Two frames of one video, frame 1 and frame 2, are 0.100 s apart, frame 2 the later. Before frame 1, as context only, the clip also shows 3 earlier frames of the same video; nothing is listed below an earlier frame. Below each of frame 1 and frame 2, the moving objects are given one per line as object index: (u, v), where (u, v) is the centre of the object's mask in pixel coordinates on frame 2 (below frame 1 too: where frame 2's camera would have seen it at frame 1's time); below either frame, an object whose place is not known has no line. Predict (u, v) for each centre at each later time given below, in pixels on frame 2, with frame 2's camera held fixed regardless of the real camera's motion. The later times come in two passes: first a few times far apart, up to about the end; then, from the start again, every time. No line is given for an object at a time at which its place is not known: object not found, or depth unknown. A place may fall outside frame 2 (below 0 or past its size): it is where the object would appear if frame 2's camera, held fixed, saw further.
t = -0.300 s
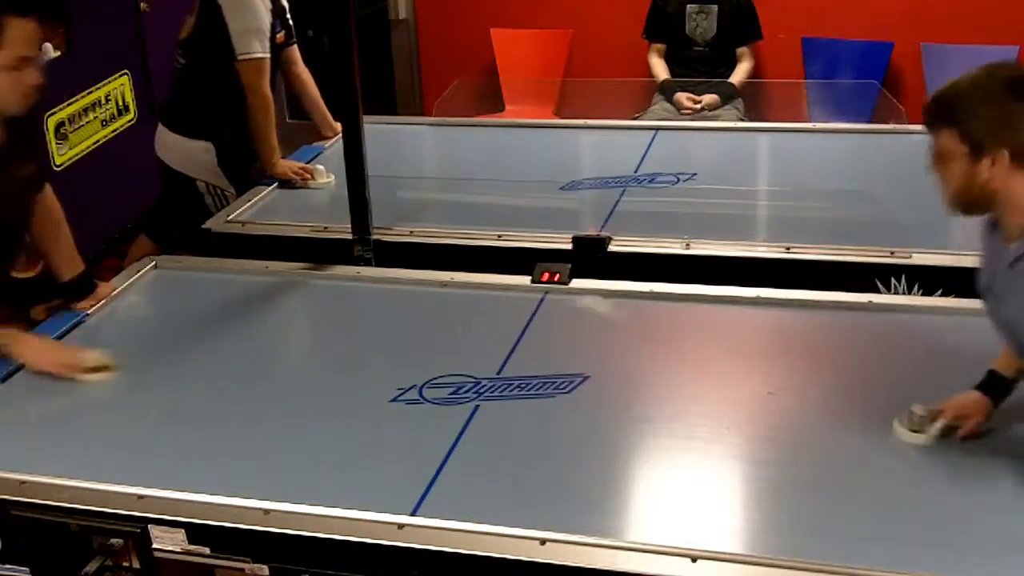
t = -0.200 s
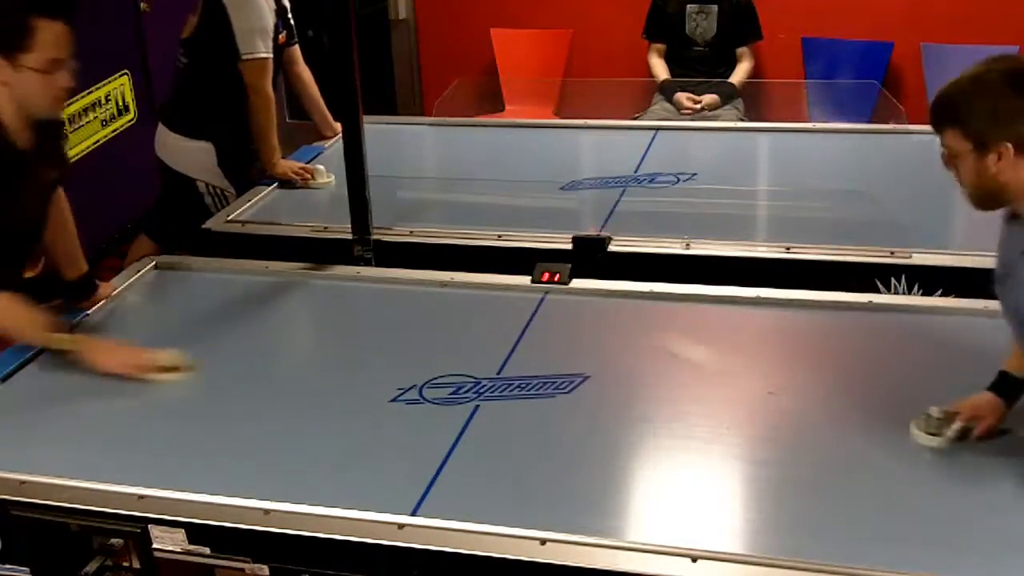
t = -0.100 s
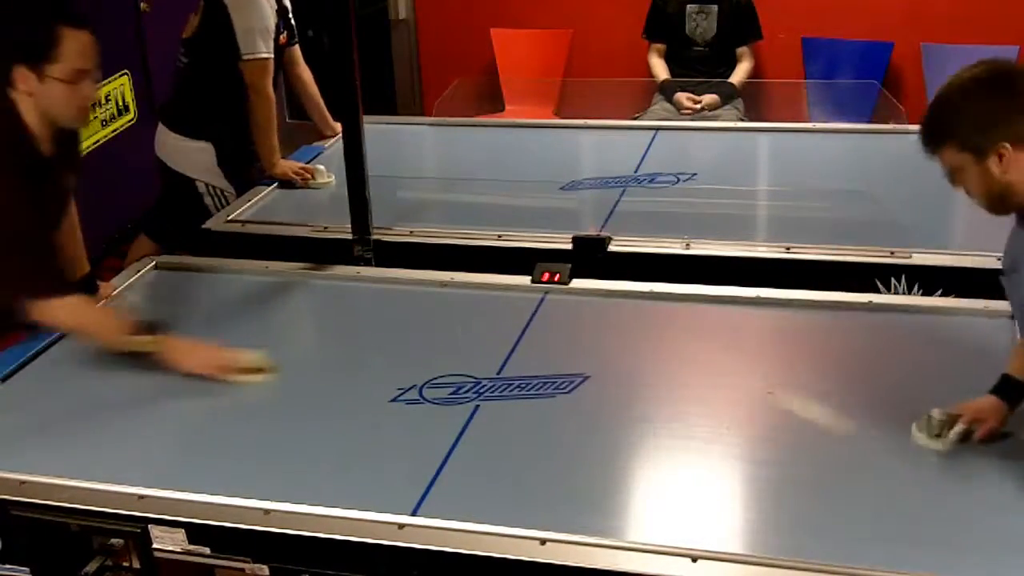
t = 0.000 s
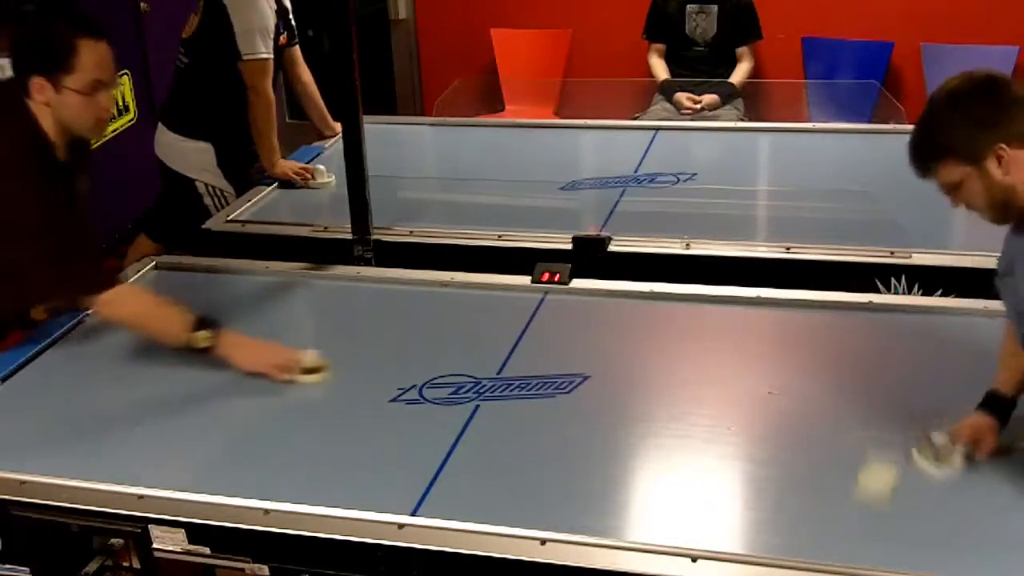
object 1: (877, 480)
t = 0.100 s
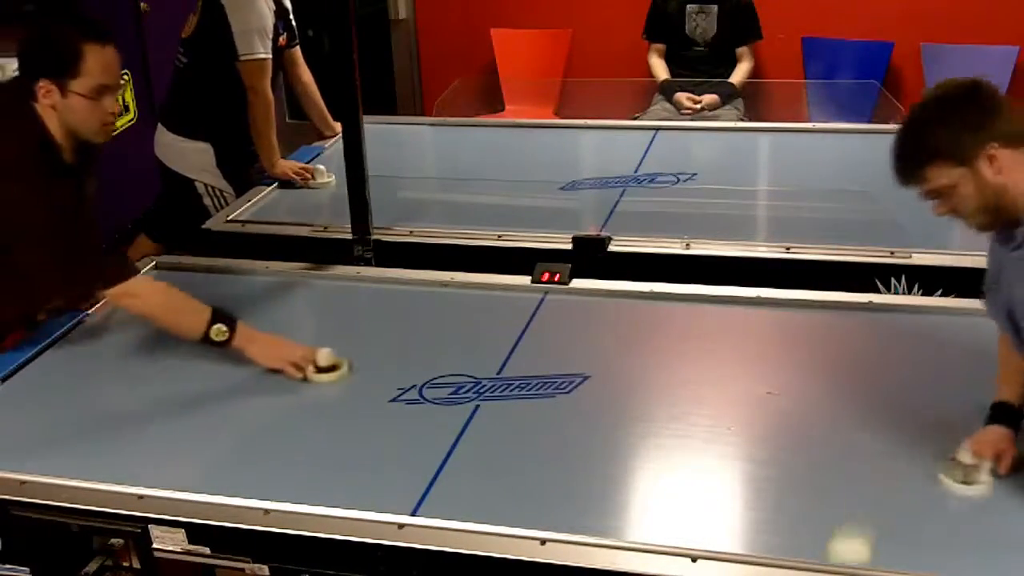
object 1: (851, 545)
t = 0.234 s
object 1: (845, 475)
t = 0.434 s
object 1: (838, 374)
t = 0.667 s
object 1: (833, 334)
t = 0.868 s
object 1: (830, 402)
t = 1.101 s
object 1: (823, 497)
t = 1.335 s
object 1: (825, 511)
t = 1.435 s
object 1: (830, 475)
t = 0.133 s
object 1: (848, 536)
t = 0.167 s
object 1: (846, 515)
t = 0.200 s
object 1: (846, 495)
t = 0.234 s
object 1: (845, 475)
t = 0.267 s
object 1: (844, 456)
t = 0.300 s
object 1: (842, 440)
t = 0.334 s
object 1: (841, 420)
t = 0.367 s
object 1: (840, 406)
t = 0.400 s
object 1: (840, 388)
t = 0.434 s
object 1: (838, 374)
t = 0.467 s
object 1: (838, 358)
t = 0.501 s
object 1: (836, 345)
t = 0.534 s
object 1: (836, 333)
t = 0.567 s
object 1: (835, 320)
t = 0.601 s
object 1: (834, 317)
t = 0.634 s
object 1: (834, 324)
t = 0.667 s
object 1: (833, 334)
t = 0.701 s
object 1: (833, 344)
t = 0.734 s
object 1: (833, 355)
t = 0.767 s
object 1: (832, 366)
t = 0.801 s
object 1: (831, 379)
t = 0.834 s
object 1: (831, 389)
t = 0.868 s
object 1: (830, 402)
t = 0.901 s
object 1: (830, 414)
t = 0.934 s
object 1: (829, 426)
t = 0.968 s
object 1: (828, 440)
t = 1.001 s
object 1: (827, 453)
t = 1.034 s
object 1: (826, 467)
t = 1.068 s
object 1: (825, 481)
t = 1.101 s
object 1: (823, 497)
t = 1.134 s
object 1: (822, 511)
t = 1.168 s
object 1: (821, 528)
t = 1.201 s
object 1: (820, 544)
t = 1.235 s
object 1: (820, 547)
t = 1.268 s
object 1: (821, 537)
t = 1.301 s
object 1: (823, 524)
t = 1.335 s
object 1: (825, 511)
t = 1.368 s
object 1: (827, 498)
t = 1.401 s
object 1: (828, 486)
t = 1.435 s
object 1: (830, 475)
